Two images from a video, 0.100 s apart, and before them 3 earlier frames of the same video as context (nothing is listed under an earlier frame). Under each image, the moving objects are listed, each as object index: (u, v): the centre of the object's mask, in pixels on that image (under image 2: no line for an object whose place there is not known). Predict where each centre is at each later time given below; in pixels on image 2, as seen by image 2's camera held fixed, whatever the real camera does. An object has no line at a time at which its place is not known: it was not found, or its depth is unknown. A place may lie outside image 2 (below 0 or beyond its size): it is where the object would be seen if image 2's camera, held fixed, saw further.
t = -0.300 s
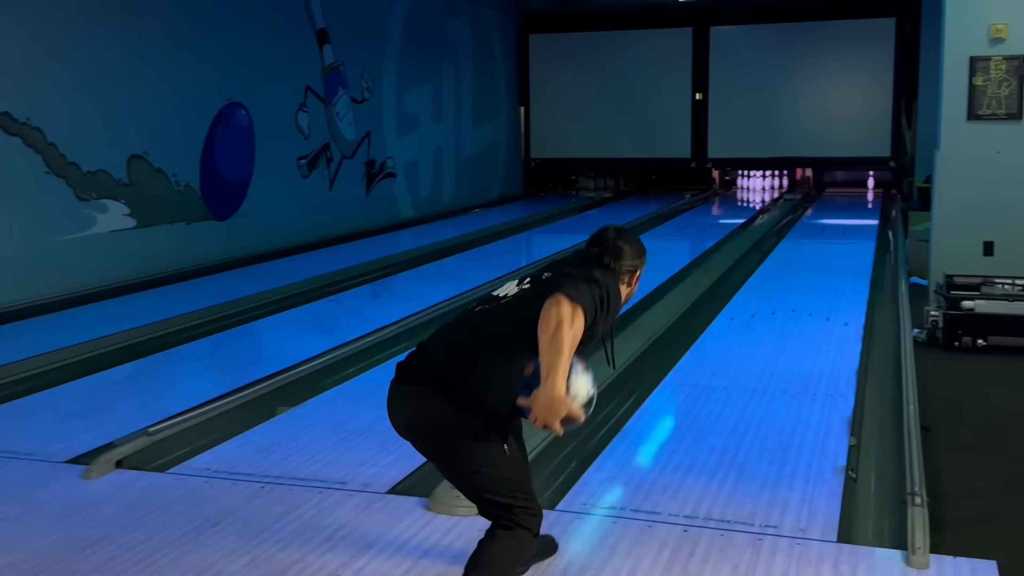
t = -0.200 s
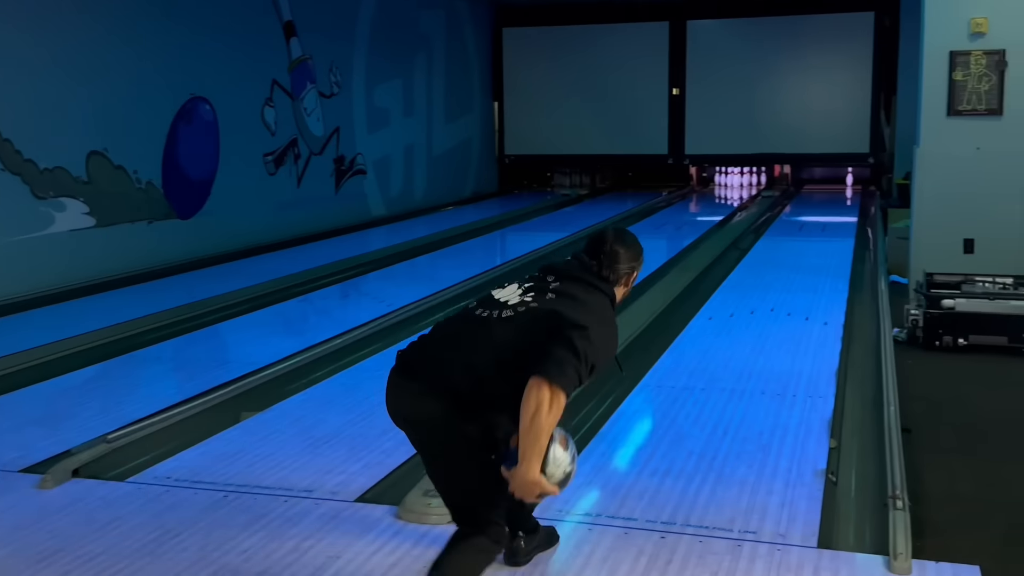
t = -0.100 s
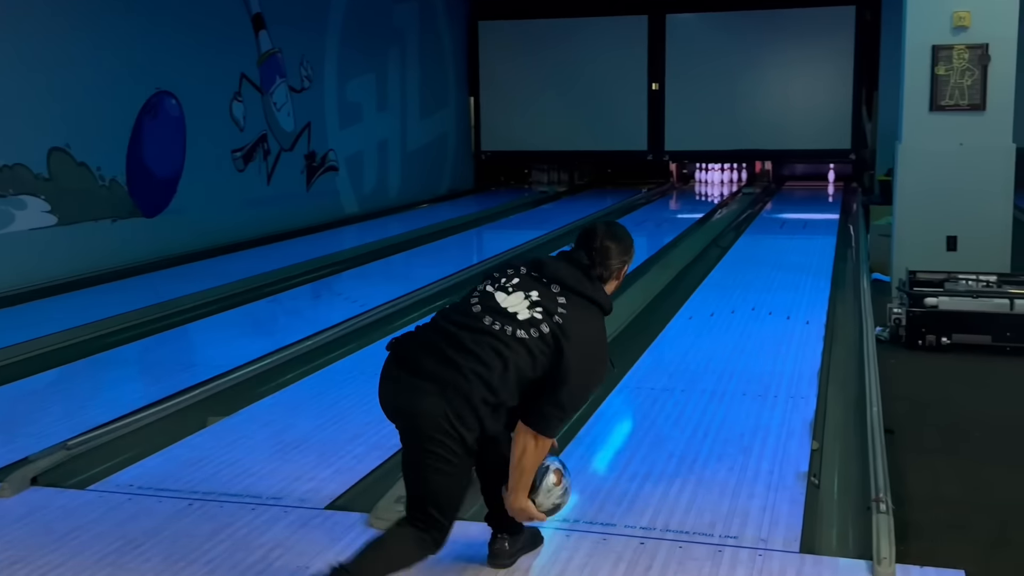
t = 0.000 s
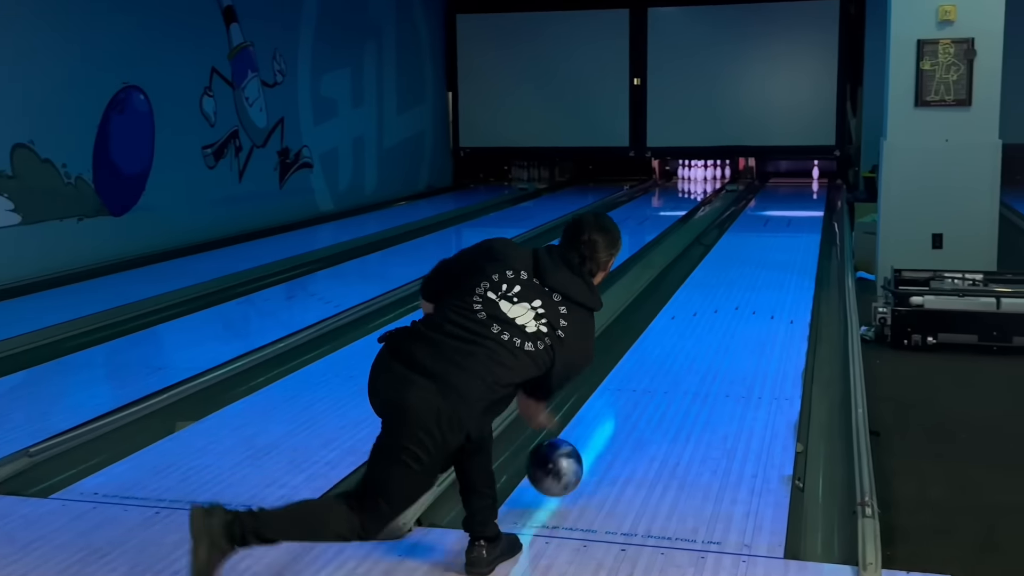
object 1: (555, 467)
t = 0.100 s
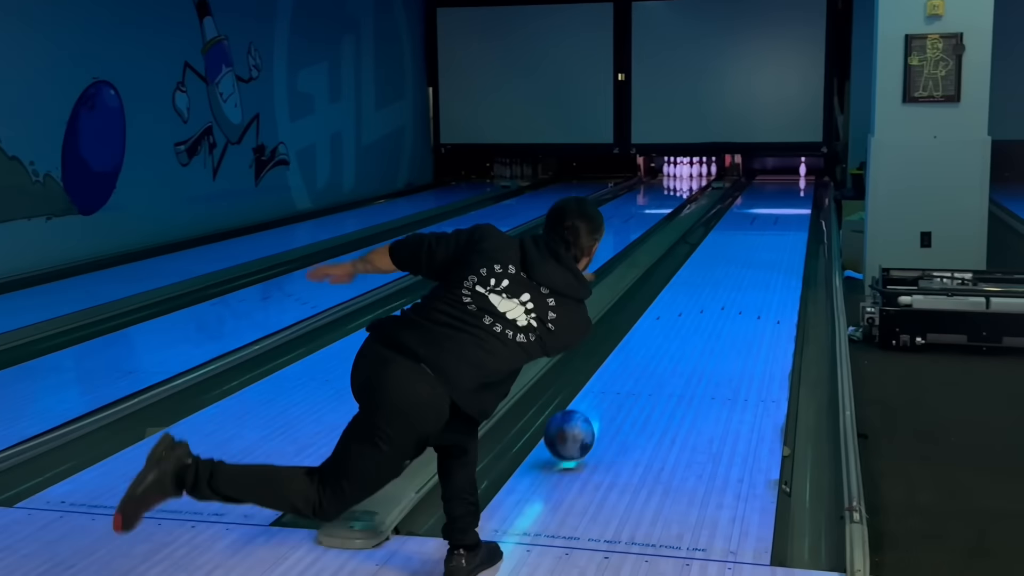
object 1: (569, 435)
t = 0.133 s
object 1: (579, 423)
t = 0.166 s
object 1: (587, 413)
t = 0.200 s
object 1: (595, 402)
